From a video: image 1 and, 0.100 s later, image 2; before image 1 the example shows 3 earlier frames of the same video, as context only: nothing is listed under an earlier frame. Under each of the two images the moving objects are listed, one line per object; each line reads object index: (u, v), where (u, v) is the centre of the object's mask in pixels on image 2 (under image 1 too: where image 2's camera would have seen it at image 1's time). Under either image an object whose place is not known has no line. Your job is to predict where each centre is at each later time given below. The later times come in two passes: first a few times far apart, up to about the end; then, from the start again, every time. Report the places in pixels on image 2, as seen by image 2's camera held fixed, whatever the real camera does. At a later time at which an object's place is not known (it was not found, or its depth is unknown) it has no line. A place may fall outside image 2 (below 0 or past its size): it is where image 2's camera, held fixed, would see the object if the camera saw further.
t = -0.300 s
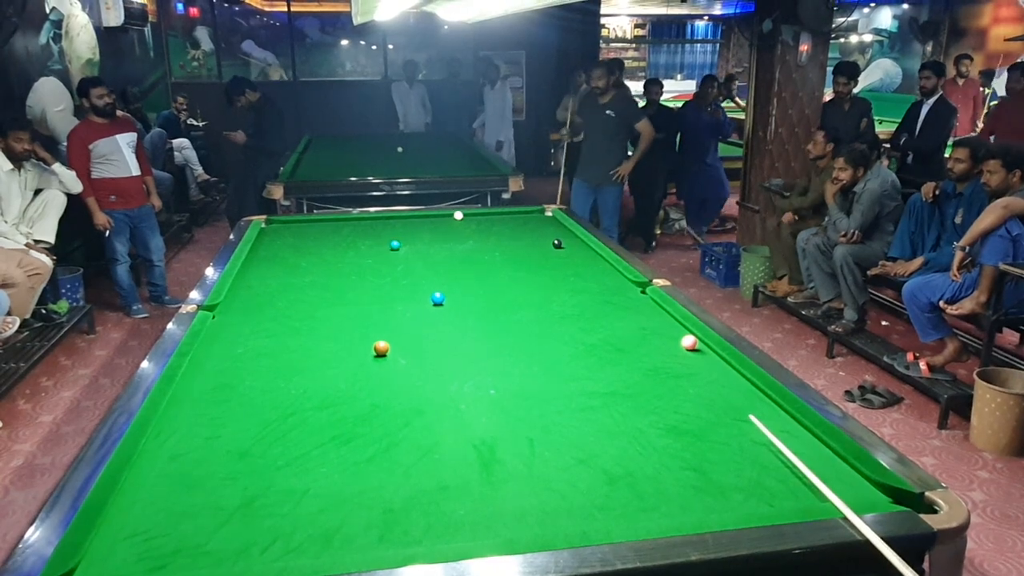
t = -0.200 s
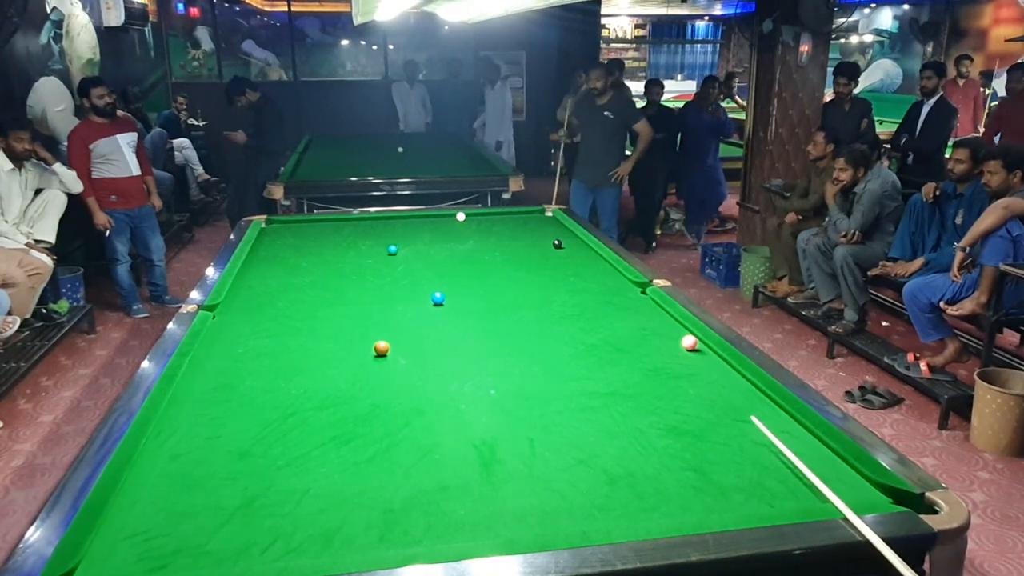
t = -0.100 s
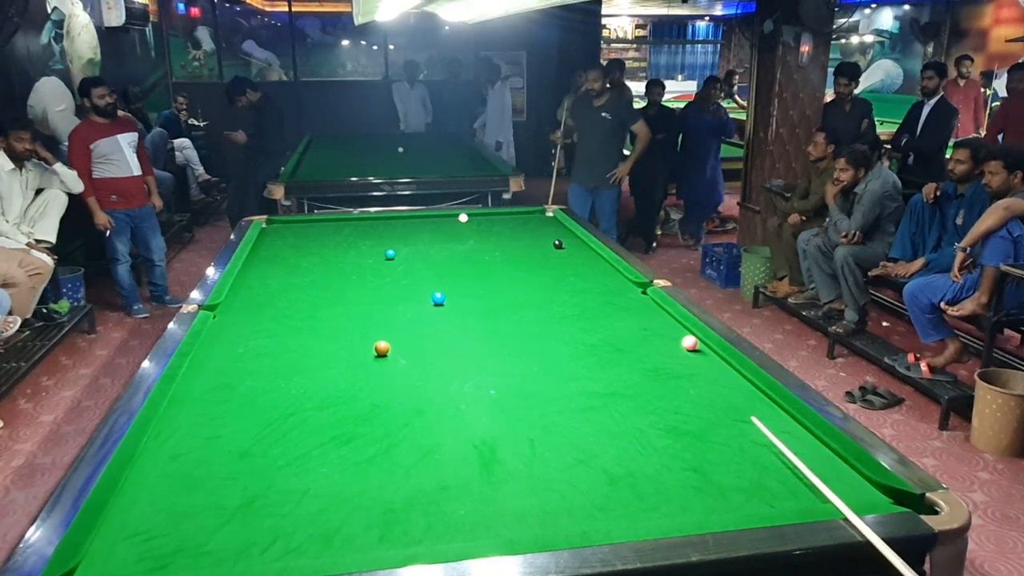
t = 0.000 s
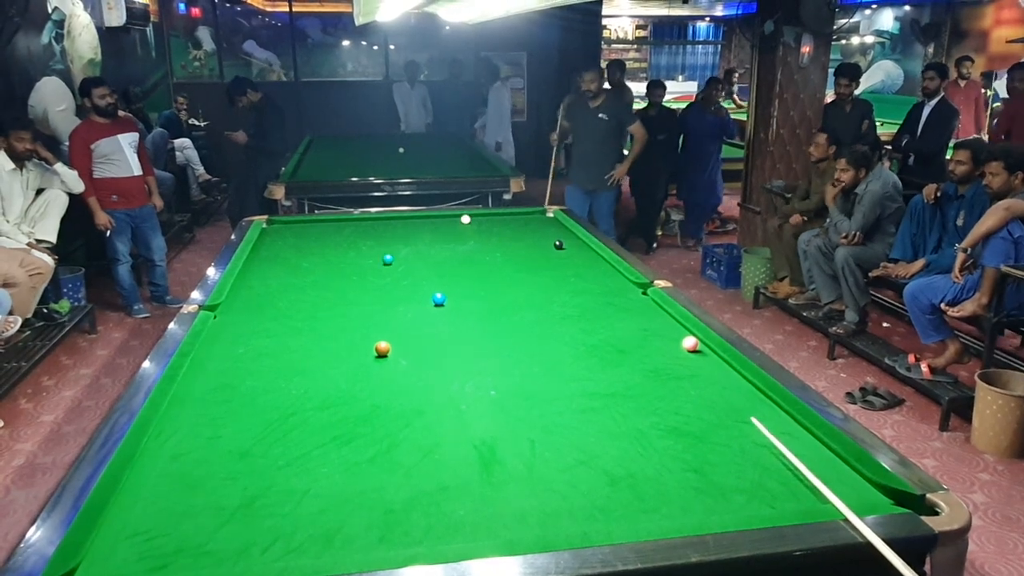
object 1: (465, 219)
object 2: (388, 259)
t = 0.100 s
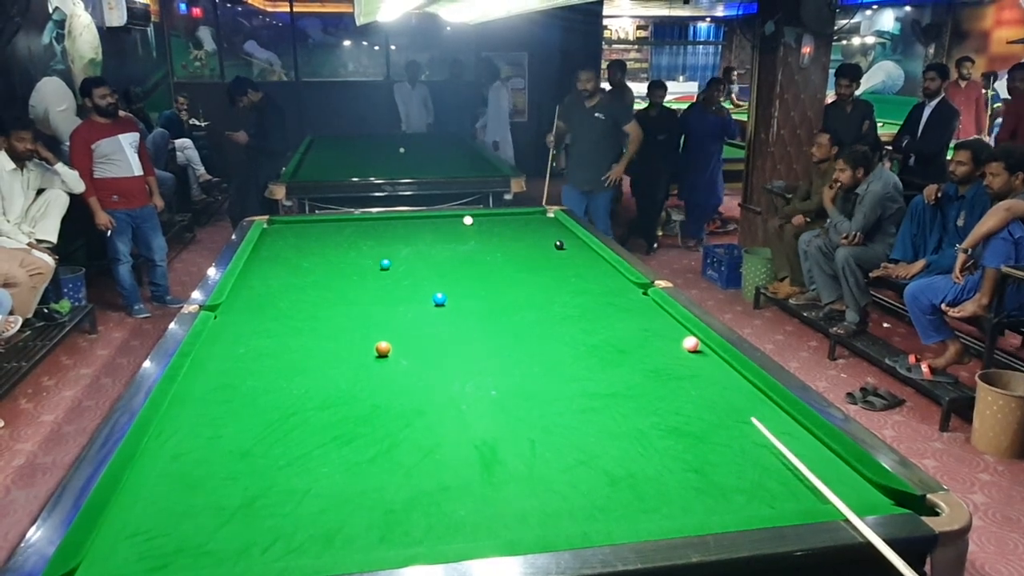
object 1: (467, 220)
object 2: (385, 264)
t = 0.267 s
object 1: (470, 221)
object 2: (380, 273)
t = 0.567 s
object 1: (475, 224)
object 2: (369, 290)
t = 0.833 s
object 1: (478, 226)
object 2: (358, 307)
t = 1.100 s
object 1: (482, 228)
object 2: (347, 325)
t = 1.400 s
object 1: (486, 231)
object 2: (333, 349)
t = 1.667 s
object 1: (489, 233)
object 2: (319, 372)
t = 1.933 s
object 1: (491, 234)
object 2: (302, 398)
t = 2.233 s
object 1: (494, 236)
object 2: (283, 433)
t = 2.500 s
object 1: (495, 237)
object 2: (262, 468)
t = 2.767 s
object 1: (497, 238)
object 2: (239, 508)
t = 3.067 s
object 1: (497, 239)
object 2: (208, 559)
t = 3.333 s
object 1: (497, 240)
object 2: (203, 547)
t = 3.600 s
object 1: (498, 240)
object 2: (203, 522)
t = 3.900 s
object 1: (498, 240)
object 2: (204, 499)
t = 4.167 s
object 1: (497, 240)
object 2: (205, 482)
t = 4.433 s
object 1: (497, 240)
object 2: (206, 468)
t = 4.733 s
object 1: (497, 240)
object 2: (208, 453)
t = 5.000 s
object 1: (498, 240)
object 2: (209, 443)
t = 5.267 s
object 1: (497, 240)
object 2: (211, 434)
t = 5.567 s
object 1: (497, 240)
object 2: (212, 426)
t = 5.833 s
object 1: (497, 240)
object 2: (212, 421)
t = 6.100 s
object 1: (497, 240)
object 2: (213, 416)
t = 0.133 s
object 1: (468, 220)
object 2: (384, 266)
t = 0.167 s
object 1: (468, 221)
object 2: (383, 268)
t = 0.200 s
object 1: (469, 221)
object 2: (382, 269)
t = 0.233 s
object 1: (469, 221)
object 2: (381, 271)
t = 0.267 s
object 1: (470, 221)
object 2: (380, 273)
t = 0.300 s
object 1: (470, 222)
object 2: (378, 275)
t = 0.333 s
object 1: (471, 222)
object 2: (377, 277)
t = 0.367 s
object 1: (472, 222)
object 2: (376, 278)
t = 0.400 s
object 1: (472, 223)
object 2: (375, 280)
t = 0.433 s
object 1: (473, 223)
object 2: (374, 282)
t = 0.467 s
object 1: (473, 223)
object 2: (373, 284)
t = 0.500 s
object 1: (474, 224)
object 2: (372, 286)
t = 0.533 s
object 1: (474, 224)
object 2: (370, 288)
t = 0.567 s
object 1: (475, 224)
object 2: (369, 290)
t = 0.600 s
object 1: (475, 224)
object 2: (368, 292)
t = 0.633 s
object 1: (476, 225)
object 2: (366, 294)
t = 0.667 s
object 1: (476, 225)
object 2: (365, 296)
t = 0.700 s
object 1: (477, 225)
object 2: (364, 298)
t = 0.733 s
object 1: (477, 226)
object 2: (362, 300)
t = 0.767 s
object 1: (478, 226)
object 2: (361, 302)
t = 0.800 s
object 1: (478, 226)
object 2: (360, 305)
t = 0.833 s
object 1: (478, 226)
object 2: (358, 307)
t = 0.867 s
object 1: (479, 227)
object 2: (357, 309)
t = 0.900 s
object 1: (479, 227)
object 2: (356, 311)
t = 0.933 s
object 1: (480, 227)
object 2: (354, 314)
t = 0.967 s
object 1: (480, 227)
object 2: (353, 316)
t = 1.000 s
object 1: (481, 228)
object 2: (352, 318)
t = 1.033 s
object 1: (481, 228)
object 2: (350, 321)
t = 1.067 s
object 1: (482, 228)
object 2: (349, 323)
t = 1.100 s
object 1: (482, 228)
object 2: (347, 325)
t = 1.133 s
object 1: (483, 229)
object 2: (346, 327)
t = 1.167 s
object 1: (483, 229)
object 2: (344, 330)
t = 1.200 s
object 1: (483, 229)
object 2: (342, 333)
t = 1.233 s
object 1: (484, 229)
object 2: (341, 335)
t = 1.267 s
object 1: (484, 230)
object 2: (340, 338)
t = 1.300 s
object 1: (484, 230)
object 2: (338, 341)
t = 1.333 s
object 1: (485, 230)
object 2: (336, 343)
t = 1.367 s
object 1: (485, 230)
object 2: (335, 346)
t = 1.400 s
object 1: (486, 231)
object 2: (333, 349)
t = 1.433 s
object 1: (486, 231)
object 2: (331, 351)
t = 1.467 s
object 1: (487, 232)
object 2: (330, 354)
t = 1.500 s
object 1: (487, 232)
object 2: (328, 357)
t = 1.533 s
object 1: (487, 232)
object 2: (326, 360)
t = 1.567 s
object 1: (487, 232)
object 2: (324, 363)
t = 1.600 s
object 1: (488, 232)
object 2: (322, 366)
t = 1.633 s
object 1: (488, 233)
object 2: (320, 369)
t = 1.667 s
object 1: (489, 233)
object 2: (319, 372)
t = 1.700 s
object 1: (489, 233)
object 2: (317, 375)
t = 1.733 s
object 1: (489, 233)
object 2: (315, 378)
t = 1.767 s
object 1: (490, 233)
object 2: (313, 382)
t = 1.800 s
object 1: (490, 234)
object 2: (311, 385)
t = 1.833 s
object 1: (490, 234)
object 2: (309, 388)
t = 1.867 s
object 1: (491, 234)
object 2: (307, 392)
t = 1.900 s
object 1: (491, 234)
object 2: (305, 395)
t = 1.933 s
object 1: (491, 234)
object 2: (302, 398)
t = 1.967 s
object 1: (491, 234)
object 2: (301, 402)
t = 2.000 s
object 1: (492, 235)
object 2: (298, 406)
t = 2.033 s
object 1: (492, 235)
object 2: (296, 410)
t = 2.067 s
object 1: (492, 235)
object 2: (294, 413)
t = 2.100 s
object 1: (492, 235)
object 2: (292, 417)
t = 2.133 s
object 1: (493, 236)
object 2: (290, 421)
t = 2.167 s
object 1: (493, 236)
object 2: (287, 425)
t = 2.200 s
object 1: (493, 236)
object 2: (285, 429)
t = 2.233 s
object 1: (494, 236)
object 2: (283, 433)
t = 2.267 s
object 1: (494, 236)
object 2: (280, 437)
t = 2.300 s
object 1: (494, 236)
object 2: (278, 442)
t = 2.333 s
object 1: (494, 237)
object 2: (275, 446)
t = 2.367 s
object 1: (495, 236)
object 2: (273, 450)
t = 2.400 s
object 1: (495, 237)
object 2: (270, 454)
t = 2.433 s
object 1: (495, 237)
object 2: (267, 459)
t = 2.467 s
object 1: (495, 237)
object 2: (265, 463)
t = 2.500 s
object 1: (495, 237)
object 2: (262, 468)
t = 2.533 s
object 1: (495, 237)
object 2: (259, 473)
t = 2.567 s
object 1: (496, 238)
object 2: (256, 477)
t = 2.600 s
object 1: (496, 238)
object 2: (253, 483)
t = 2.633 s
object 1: (496, 238)
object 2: (250, 487)
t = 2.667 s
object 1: (496, 238)
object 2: (247, 492)
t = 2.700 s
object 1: (496, 238)
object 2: (245, 497)
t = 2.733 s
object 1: (496, 238)
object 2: (241, 502)
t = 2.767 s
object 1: (497, 238)
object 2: (239, 508)
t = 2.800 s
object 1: (497, 239)
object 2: (235, 513)
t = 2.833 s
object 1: (497, 239)
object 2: (232, 519)
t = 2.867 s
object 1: (497, 239)
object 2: (229, 524)
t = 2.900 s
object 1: (497, 239)
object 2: (226, 530)
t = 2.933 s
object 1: (497, 239)
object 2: (222, 536)
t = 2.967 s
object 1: (497, 239)
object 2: (219, 542)
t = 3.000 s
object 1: (497, 239)
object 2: (215, 548)
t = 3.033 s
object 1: (497, 239)
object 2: (212, 554)
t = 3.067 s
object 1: (497, 239)
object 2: (208, 559)
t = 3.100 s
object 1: (497, 239)
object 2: (204, 563)
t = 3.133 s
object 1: (497, 239)
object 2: (203, 564)
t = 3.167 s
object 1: (497, 239)
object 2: (203, 562)
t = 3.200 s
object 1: (497, 239)
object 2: (203, 559)
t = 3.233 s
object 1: (497, 240)
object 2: (203, 557)
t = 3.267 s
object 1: (498, 240)
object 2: (203, 554)
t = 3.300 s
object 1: (497, 240)
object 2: (203, 550)
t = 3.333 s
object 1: (497, 240)
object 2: (203, 547)
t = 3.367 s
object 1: (497, 240)
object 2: (203, 544)
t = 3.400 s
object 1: (497, 240)
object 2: (203, 541)
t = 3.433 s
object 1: (497, 240)
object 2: (203, 537)
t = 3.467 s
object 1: (498, 240)
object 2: (203, 534)
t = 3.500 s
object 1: (498, 240)
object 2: (203, 531)
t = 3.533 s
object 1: (498, 240)
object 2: (203, 528)
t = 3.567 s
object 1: (498, 240)
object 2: (203, 525)
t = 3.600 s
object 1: (498, 240)
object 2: (203, 522)
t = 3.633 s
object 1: (498, 240)
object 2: (203, 520)
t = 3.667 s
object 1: (498, 240)
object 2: (203, 517)
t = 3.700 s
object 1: (497, 240)
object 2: (203, 514)
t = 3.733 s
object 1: (497, 240)
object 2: (203, 511)
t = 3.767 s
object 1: (498, 240)
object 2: (203, 509)
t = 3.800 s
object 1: (497, 240)
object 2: (203, 506)
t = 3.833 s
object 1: (497, 240)
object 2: (203, 504)
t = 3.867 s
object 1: (497, 240)
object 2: (204, 502)
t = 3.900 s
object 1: (498, 240)
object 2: (204, 499)
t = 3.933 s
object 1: (497, 240)
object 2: (204, 497)
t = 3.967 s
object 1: (497, 240)
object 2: (204, 495)
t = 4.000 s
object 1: (497, 240)
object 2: (204, 493)
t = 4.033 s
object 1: (497, 240)
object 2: (204, 490)
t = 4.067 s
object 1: (497, 240)
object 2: (204, 488)
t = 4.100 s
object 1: (497, 240)
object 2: (205, 486)
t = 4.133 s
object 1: (498, 240)
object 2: (205, 484)
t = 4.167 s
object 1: (497, 240)
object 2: (205, 482)
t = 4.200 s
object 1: (498, 240)
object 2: (205, 480)
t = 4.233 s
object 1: (498, 240)
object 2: (205, 478)
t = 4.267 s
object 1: (498, 240)
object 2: (205, 476)
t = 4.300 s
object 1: (498, 240)
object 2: (205, 474)
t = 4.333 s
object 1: (498, 240)
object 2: (205, 473)
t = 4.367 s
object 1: (497, 240)
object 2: (205, 471)
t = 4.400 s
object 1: (497, 240)
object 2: (206, 469)
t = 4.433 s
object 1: (497, 240)
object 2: (206, 468)
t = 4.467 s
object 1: (498, 240)
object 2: (206, 466)
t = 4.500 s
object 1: (498, 240)
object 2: (206, 464)
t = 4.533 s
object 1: (498, 240)
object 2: (206, 463)
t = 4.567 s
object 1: (497, 240)
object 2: (206, 461)
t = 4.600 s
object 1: (497, 240)
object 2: (206, 459)
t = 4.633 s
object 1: (497, 240)
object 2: (207, 458)
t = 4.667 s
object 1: (497, 240)
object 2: (207, 456)
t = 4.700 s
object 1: (497, 240)
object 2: (207, 455)
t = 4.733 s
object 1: (497, 240)
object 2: (208, 453)
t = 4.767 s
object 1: (497, 240)
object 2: (208, 452)
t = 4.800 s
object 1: (498, 240)
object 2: (208, 450)
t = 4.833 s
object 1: (498, 240)
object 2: (208, 449)
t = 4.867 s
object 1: (498, 240)
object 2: (209, 448)
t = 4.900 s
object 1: (497, 240)
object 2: (209, 447)
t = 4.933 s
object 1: (498, 240)
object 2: (209, 445)
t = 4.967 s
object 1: (498, 240)
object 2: (209, 444)
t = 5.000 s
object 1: (498, 240)
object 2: (209, 443)
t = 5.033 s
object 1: (497, 240)
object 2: (210, 442)
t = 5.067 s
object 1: (497, 240)
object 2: (210, 440)
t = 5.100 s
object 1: (498, 240)
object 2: (210, 439)
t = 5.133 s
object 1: (497, 240)
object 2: (210, 438)
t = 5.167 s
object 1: (498, 240)
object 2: (211, 438)
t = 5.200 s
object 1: (497, 240)
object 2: (211, 437)
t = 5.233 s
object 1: (497, 240)
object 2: (211, 435)
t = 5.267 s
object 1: (497, 240)
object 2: (211, 434)
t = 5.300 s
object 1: (497, 240)
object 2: (211, 433)
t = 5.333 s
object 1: (498, 240)
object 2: (211, 432)
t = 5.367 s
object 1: (497, 240)
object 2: (212, 431)
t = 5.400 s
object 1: (497, 240)
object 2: (212, 431)
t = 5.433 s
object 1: (497, 240)
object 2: (212, 429)
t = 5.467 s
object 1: (497, 240)
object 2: (212, 429)
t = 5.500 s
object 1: (497, 240)
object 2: (212, 428)
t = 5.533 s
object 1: (497, 240)
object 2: (212, 427)
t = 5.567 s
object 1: (497, 240)
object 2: (212, 426)
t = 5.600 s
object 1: (497, 240)
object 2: (212, 425)
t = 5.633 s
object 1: (497, 240)
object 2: (212, 425)
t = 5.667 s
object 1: (497, 240)
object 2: (212, 424)
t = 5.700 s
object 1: (497, 240)
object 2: (212, 423)
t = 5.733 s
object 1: (497, 240)
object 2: (212, 423)
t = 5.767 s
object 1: (497, 240)
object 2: (212, 422)
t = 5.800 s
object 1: (497, 240)
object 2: (212, 421)
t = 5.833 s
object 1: (497, 240)
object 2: (212, 421)
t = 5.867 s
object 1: (497, 240)
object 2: (212, 420)
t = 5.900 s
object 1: (497, 240)
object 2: (212, 420)
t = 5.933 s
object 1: (497, 240)
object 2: (212, 419)
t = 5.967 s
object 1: (497, 240)
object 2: (212, 418)
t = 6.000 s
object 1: (497, 240)
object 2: (212, 418)
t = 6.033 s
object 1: (497, 240)
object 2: (212, 417)
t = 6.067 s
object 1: (497, 240)
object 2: (212, 417)
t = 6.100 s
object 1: (497, 240)
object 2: (213, 416)
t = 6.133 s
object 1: (497, 240)
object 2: (213, 416)
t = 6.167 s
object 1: (497, 240)
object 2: (213, 416)
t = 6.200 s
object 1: (497, 240)
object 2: (213, 415)
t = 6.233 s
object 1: (497, 240)
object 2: (212, 415)
